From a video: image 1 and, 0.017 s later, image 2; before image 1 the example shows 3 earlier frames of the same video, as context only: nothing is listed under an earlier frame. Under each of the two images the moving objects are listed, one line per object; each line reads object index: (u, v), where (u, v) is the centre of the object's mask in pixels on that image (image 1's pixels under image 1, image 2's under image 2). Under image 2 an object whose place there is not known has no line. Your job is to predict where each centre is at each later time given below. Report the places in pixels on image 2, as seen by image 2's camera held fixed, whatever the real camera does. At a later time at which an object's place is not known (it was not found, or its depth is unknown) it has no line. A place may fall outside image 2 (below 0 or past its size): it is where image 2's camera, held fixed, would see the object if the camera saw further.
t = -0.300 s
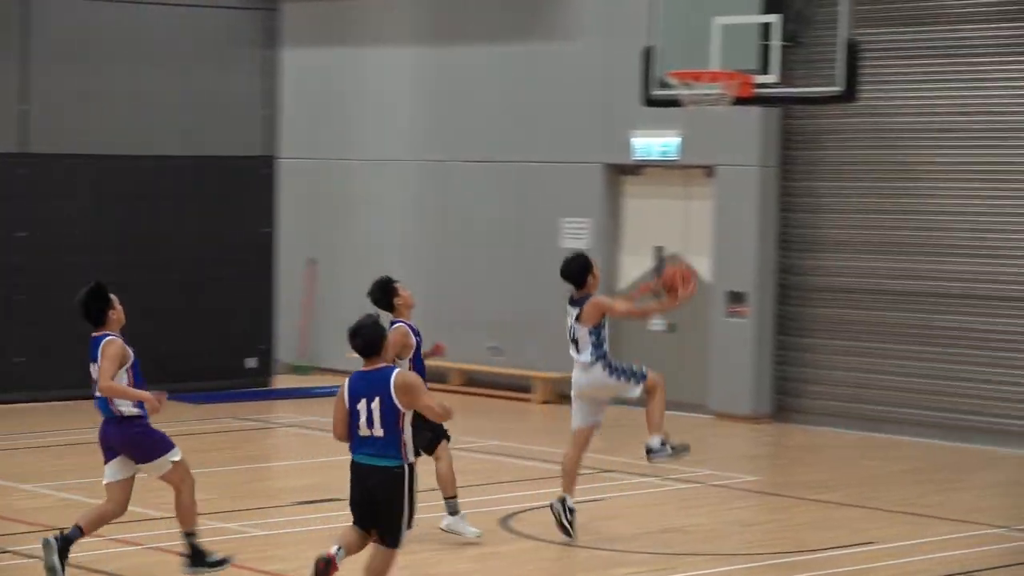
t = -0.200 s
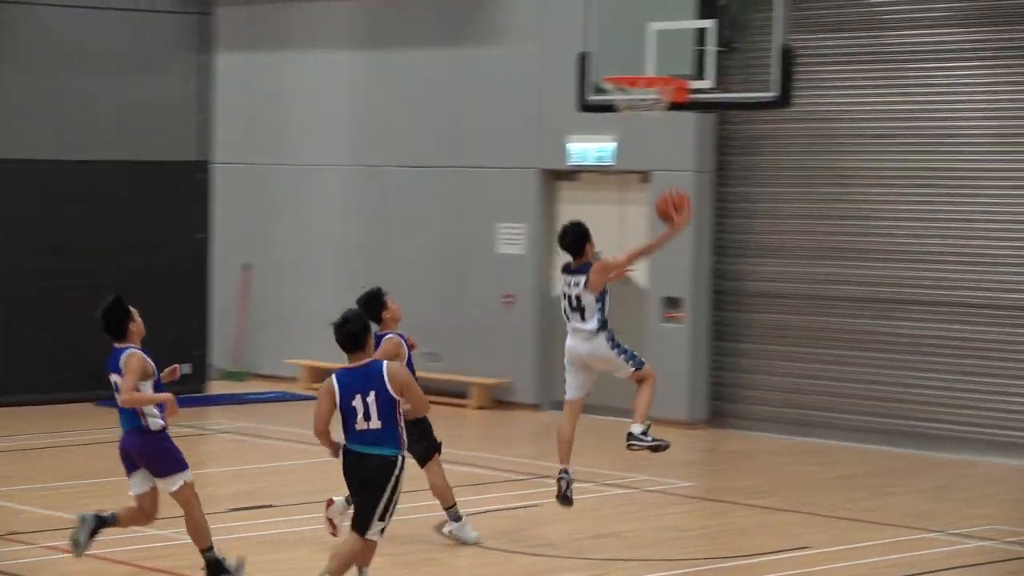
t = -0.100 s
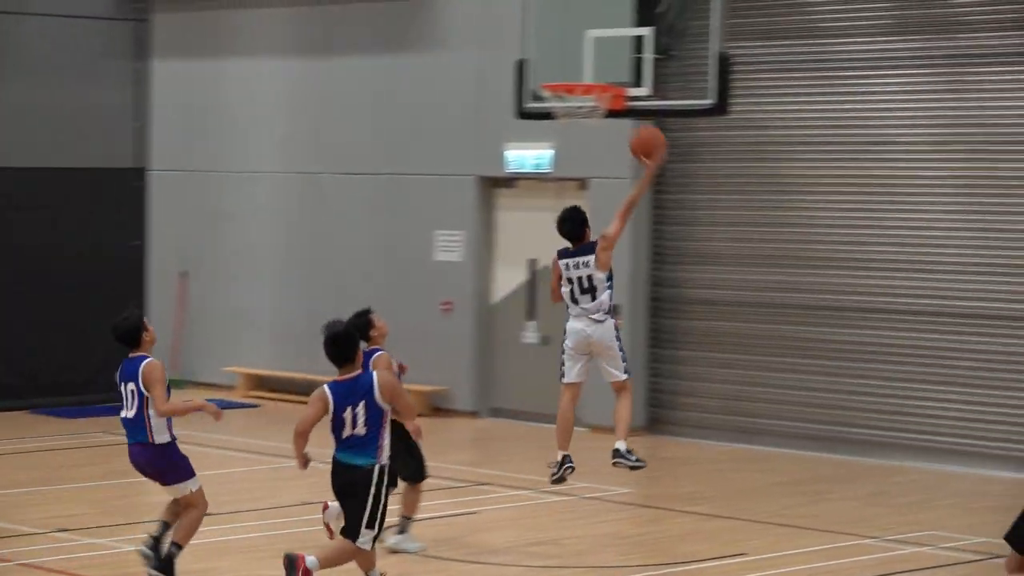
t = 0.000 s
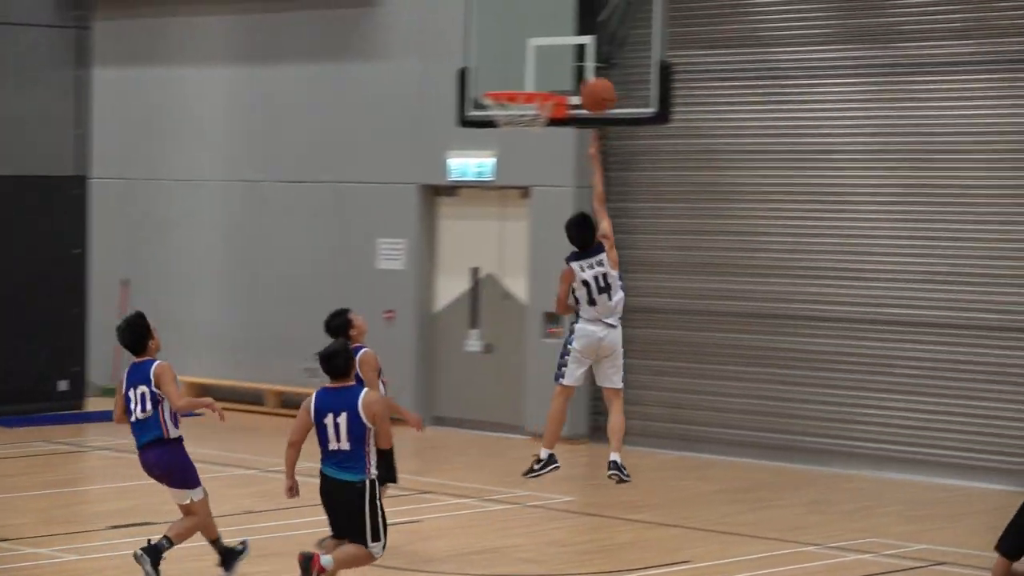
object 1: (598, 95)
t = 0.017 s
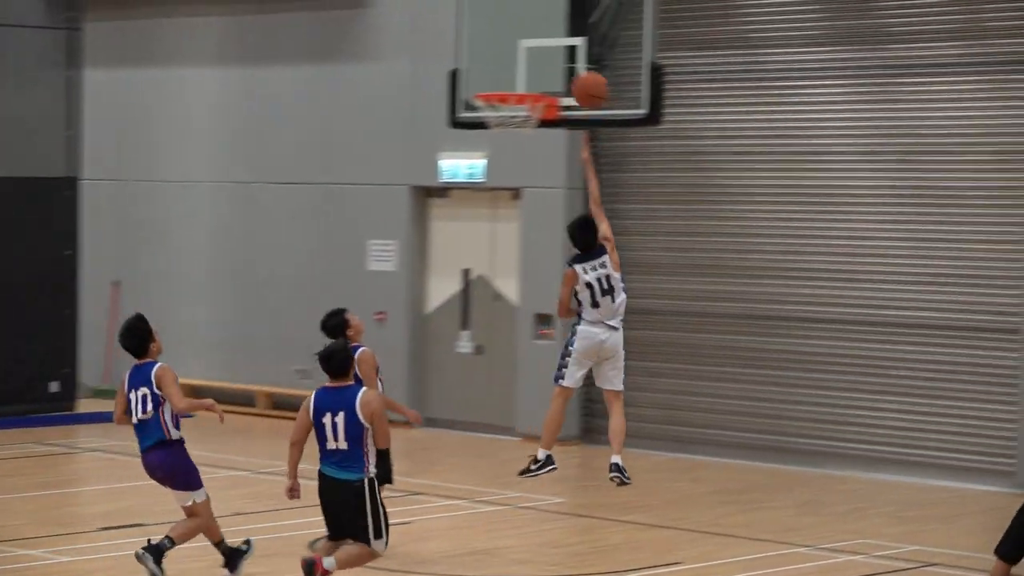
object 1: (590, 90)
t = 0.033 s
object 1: (591, 82)
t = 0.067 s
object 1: (593, 68)
